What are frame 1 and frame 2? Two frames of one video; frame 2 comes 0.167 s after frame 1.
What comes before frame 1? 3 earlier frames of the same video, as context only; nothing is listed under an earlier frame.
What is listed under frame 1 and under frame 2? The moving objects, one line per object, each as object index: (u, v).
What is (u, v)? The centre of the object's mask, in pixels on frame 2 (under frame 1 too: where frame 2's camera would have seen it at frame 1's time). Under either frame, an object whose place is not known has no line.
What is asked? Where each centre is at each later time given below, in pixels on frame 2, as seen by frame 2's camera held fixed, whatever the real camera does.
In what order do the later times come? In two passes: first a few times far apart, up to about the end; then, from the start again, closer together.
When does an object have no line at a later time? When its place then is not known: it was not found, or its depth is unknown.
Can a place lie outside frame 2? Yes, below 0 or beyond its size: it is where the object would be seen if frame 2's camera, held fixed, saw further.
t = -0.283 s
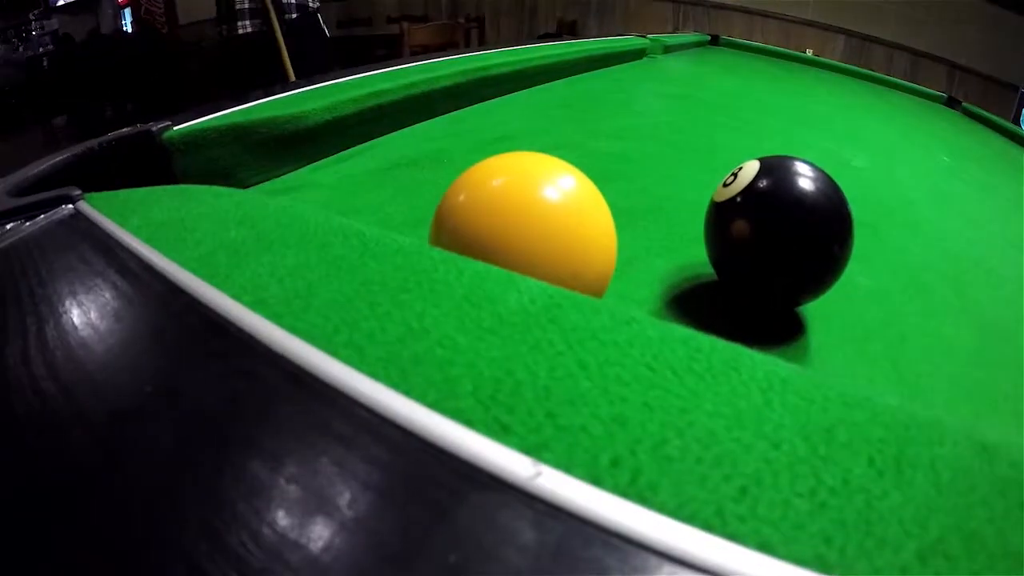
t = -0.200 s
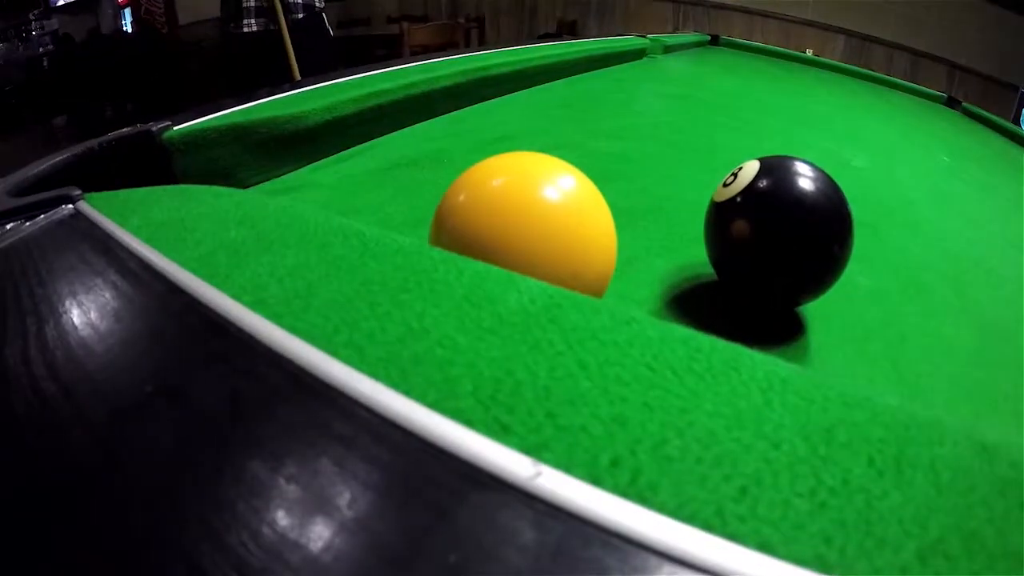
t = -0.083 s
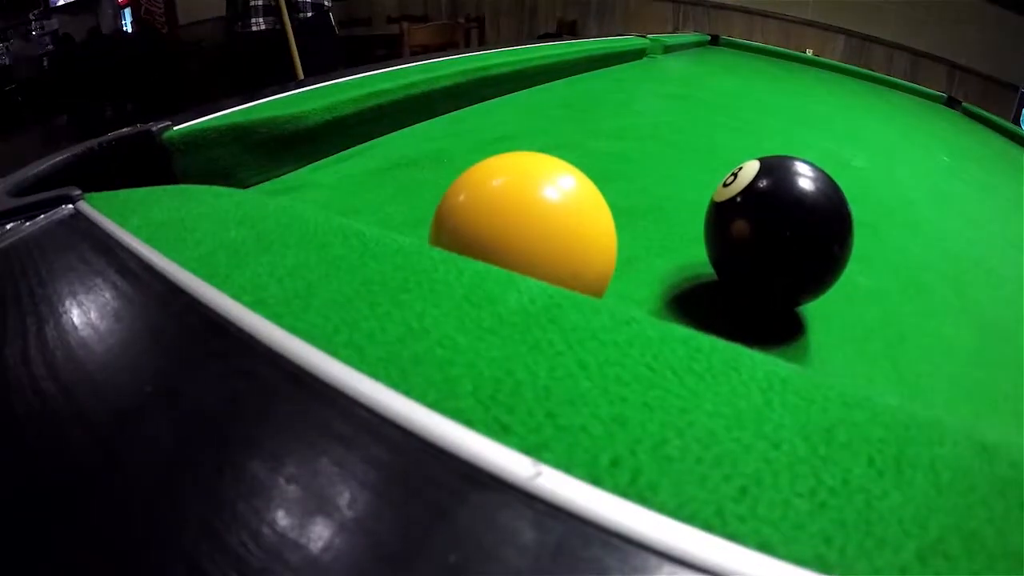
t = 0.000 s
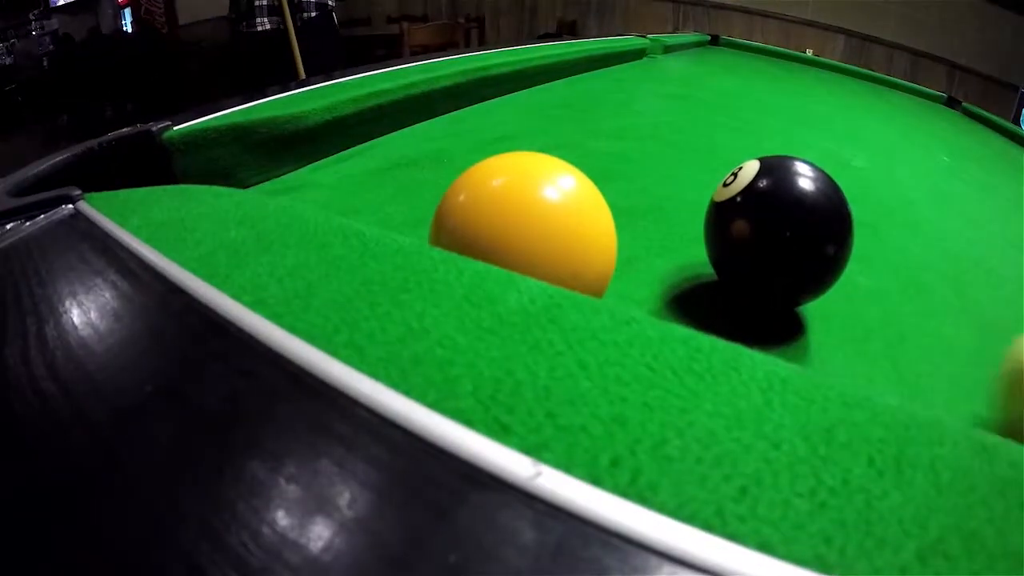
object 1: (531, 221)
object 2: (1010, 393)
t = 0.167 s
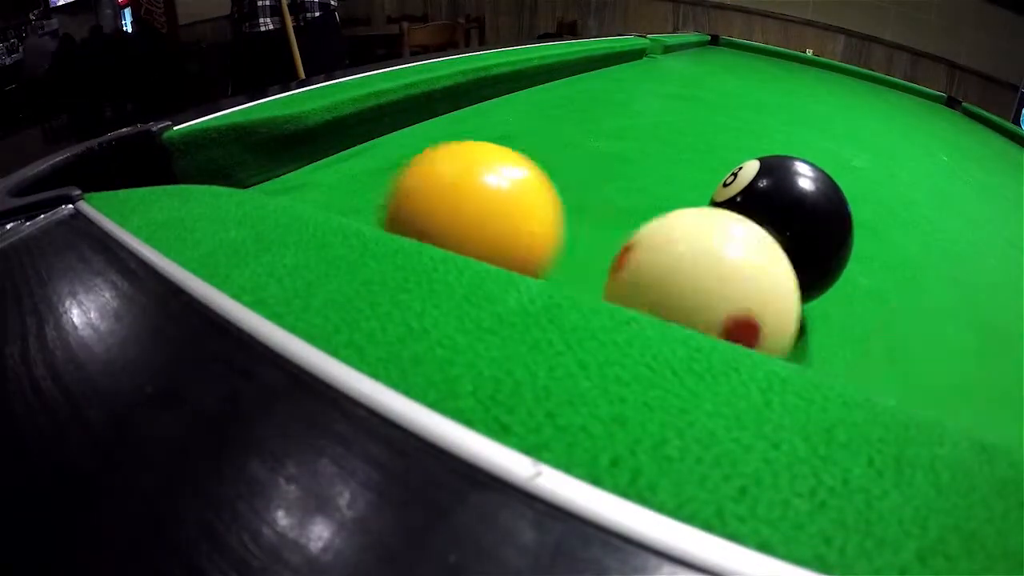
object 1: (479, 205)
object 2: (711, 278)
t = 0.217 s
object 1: (414, 189)
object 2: (688, 267)
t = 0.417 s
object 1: (254, 155)
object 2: (619, 236)
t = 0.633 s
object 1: (151, 169)
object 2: (576, 214)
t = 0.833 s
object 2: (556, 199)
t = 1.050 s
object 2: (547, 191)
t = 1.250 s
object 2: (547, 192)
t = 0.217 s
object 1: (414, 189)
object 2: (688, 267)
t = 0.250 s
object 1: (377, 180)
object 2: (674, 261)
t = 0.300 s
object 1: (332, 170)
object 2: (656, 253)
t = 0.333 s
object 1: (307, 165)
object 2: (644, 248)
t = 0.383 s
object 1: (273, 158)
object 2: (628, 241)
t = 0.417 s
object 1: (254, 155)
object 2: (619, 236)
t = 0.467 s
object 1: (229, 151)
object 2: (606, 230)
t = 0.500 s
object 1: (215, 151)
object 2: (598, 227)
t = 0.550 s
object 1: (196, 155)
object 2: (588, 221)
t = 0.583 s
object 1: (181, 159)
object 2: (583, 218)
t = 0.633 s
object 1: (151, 169)
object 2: (576, 214)
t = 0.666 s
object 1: (132, 182)
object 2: (571, 211)
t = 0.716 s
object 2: (566, 207)
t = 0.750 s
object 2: (563, 204)
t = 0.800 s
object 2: (559, 201)
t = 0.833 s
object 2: (556, 199)
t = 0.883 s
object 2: (553, 196)
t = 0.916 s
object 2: (551, 195)
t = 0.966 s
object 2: (550, 192)
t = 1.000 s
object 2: (548, 193)
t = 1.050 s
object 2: (547, 191)
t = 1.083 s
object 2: (547, 191)
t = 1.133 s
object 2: (547, 191)
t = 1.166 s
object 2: (546, 191)
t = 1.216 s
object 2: (546, 191)
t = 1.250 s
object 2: (547, 192)
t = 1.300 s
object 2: (547, 192)
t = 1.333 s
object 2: (547, 192)
